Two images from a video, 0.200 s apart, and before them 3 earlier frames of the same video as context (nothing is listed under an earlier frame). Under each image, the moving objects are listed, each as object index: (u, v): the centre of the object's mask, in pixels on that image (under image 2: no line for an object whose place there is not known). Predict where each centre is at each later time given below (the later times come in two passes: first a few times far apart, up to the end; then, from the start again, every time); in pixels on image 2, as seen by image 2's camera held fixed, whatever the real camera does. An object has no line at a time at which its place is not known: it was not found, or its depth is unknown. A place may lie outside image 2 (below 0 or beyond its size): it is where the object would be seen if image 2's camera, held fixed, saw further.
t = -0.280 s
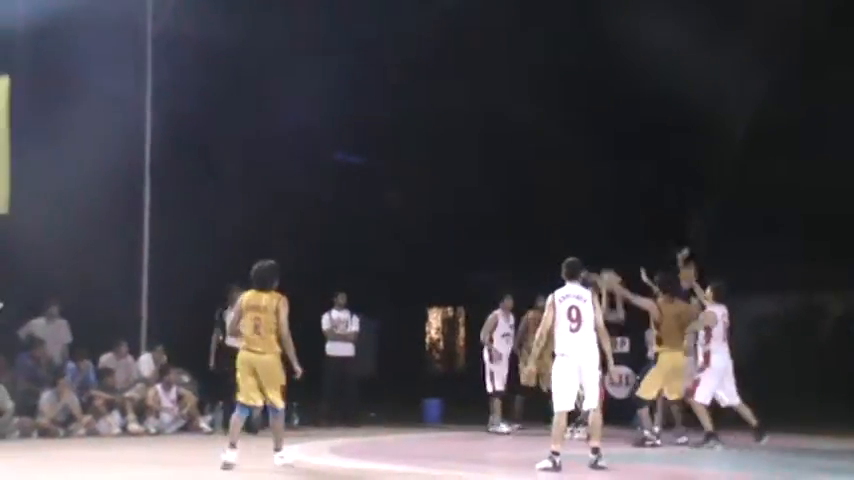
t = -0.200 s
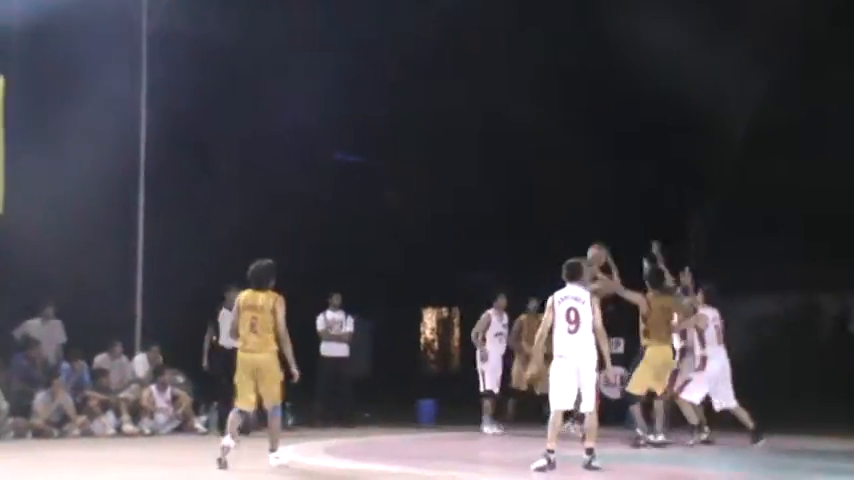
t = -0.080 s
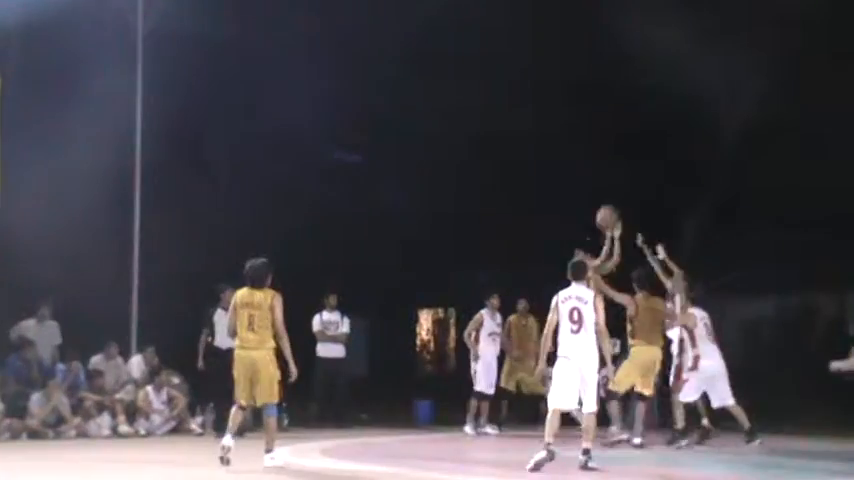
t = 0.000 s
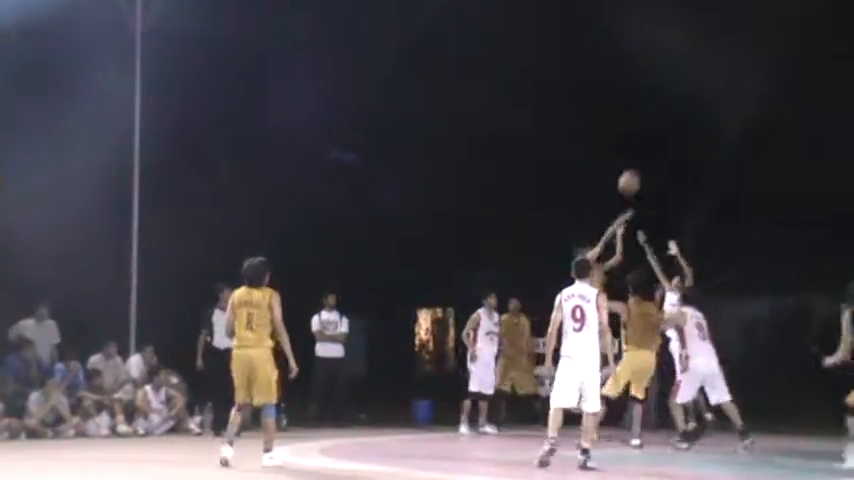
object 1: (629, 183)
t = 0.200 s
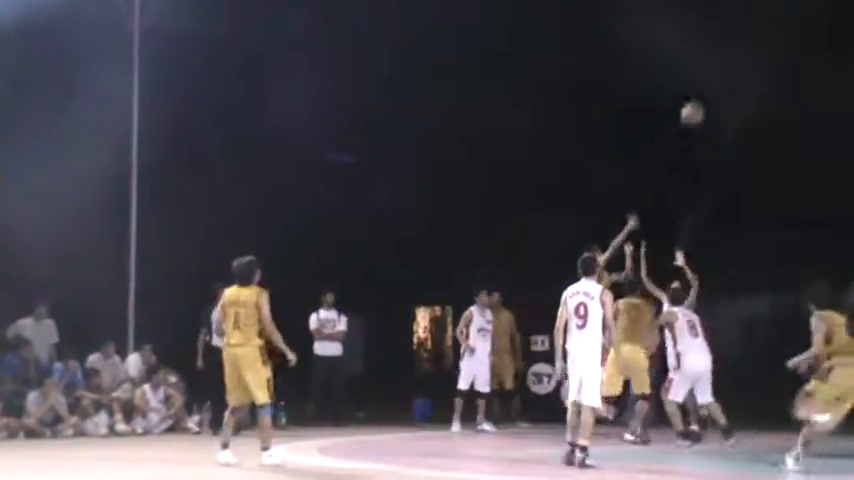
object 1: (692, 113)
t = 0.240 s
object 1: (705, 105)
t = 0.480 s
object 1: (785, 79)
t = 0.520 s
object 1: (799, 79)
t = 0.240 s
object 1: (705, 105)
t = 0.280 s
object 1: (718, 96)
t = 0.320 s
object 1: (731, 89)
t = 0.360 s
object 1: (745, 84)
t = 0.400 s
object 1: (757, 81)
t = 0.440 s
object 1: (771, 79)
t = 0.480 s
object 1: (785, 79)
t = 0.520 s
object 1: (799, 79)
